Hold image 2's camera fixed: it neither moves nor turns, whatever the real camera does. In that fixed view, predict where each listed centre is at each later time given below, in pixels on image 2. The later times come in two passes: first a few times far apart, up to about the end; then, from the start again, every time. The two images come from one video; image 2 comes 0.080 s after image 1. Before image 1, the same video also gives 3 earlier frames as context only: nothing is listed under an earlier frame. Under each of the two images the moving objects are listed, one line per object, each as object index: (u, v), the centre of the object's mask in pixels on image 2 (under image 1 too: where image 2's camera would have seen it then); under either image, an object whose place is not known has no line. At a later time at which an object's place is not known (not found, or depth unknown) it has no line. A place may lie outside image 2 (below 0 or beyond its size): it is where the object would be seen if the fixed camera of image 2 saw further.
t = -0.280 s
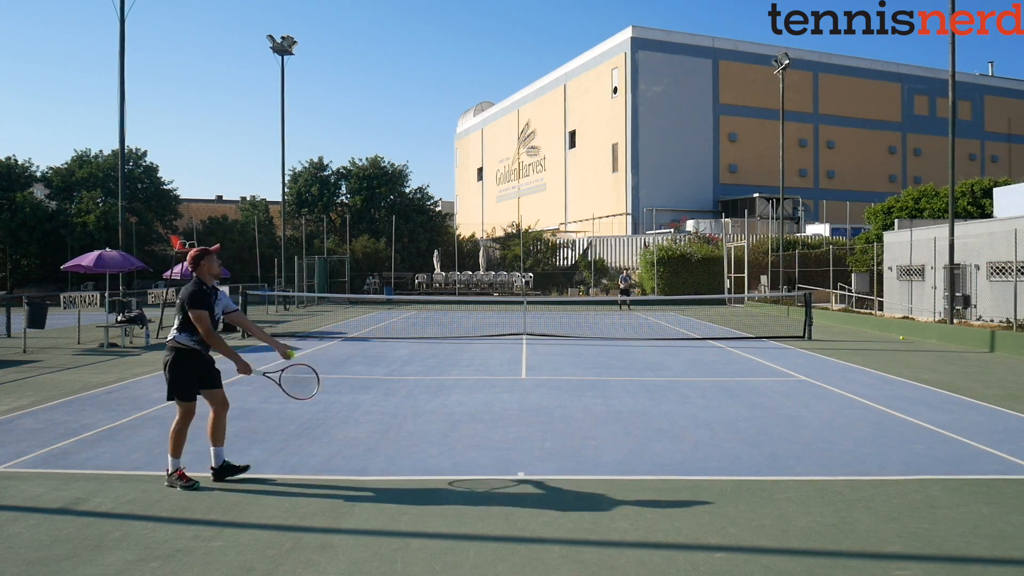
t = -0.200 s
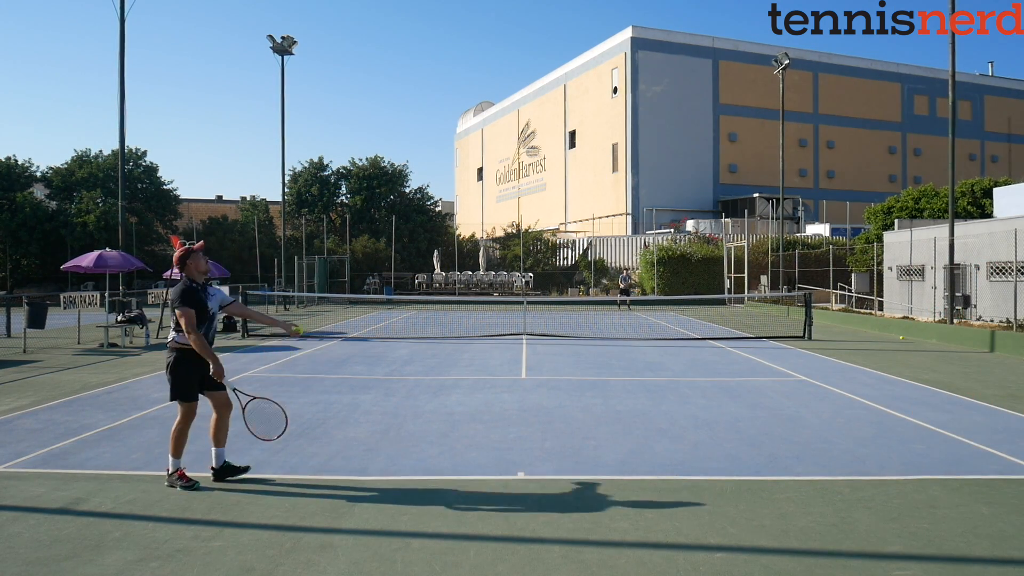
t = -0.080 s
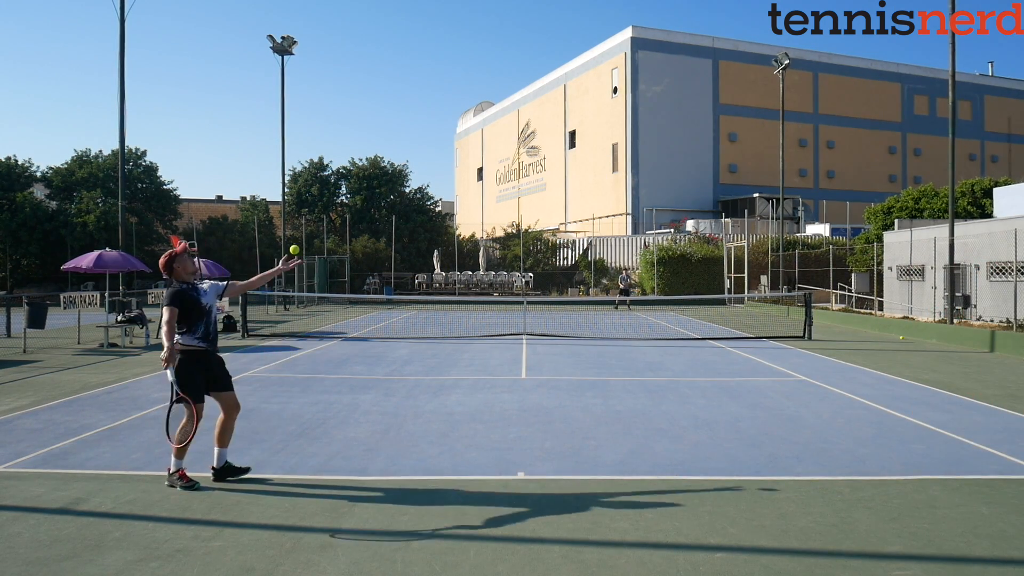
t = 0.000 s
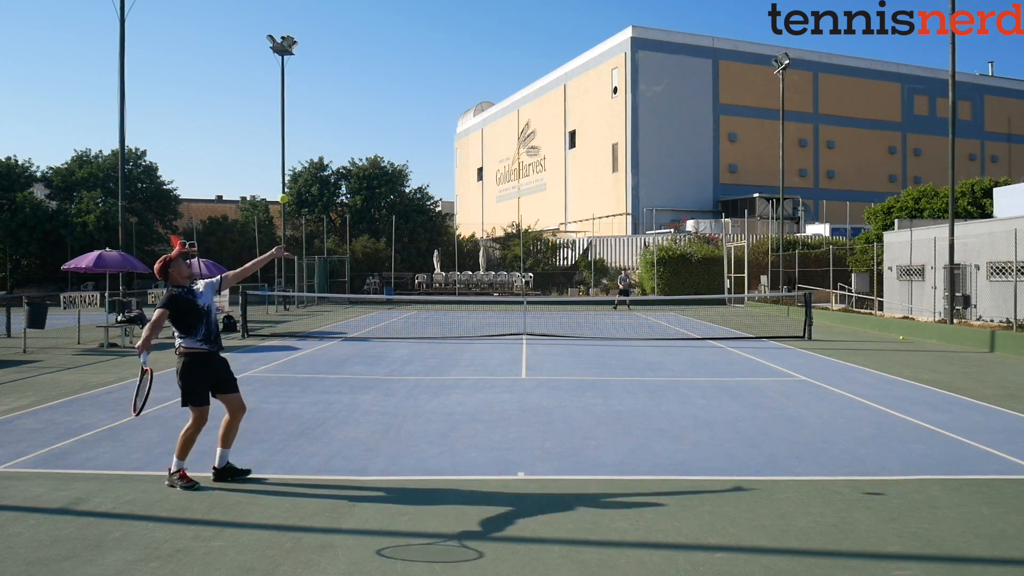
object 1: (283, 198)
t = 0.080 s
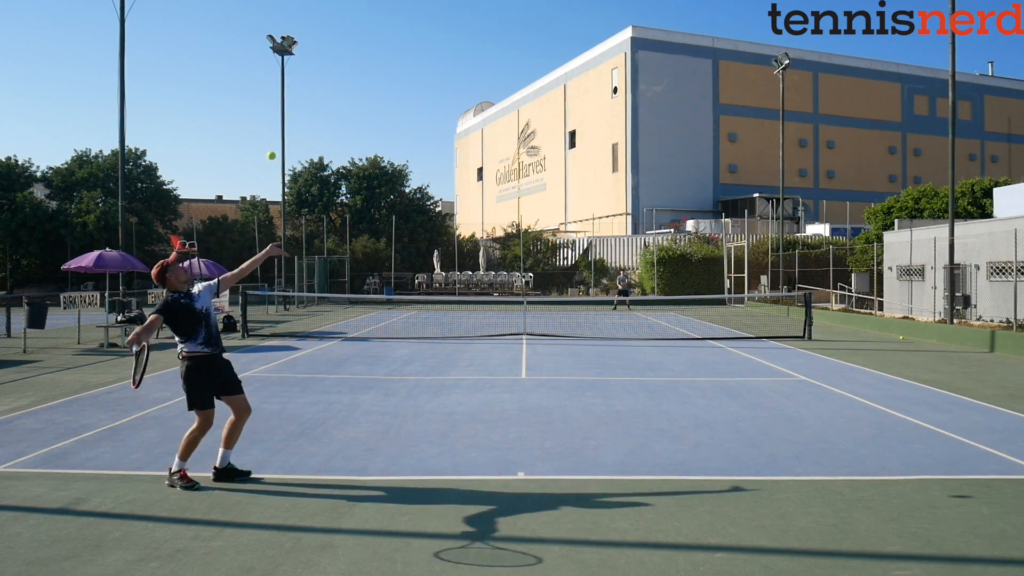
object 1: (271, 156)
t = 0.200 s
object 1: (254, 107)
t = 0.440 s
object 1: (219, 63)
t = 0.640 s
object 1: (191, 83)
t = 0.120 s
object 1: (266, 137)
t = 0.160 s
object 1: (260, 121)
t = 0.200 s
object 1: (254, 107)
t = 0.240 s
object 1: (248, 94)
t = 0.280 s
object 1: (242, 84)
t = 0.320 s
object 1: (236, 76)
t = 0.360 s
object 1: (231, 70)
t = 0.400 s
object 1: (225, 65)
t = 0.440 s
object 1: (219, 63)
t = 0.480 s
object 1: (214, 63)
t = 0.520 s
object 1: (208, 65)
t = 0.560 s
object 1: (202, 69)
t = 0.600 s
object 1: (196, 75)
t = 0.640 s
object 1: (191, 83)
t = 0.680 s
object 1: (185, 92)
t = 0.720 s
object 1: (179, 105)
